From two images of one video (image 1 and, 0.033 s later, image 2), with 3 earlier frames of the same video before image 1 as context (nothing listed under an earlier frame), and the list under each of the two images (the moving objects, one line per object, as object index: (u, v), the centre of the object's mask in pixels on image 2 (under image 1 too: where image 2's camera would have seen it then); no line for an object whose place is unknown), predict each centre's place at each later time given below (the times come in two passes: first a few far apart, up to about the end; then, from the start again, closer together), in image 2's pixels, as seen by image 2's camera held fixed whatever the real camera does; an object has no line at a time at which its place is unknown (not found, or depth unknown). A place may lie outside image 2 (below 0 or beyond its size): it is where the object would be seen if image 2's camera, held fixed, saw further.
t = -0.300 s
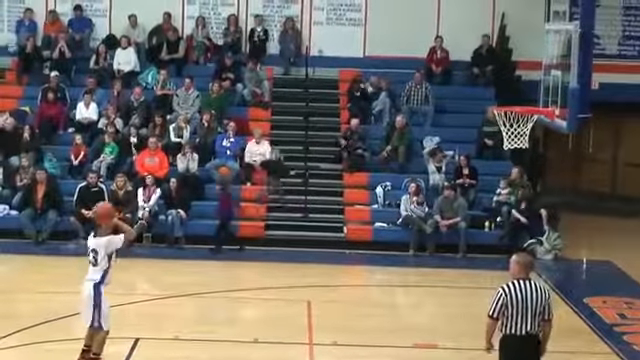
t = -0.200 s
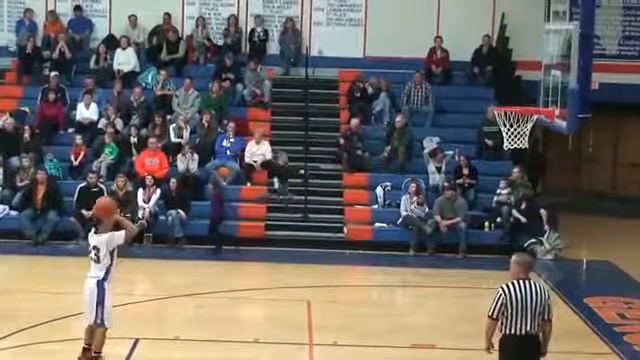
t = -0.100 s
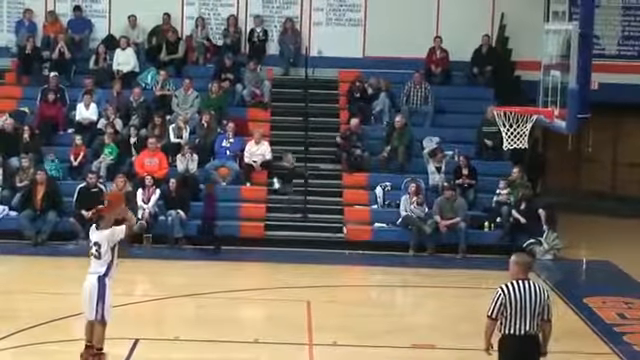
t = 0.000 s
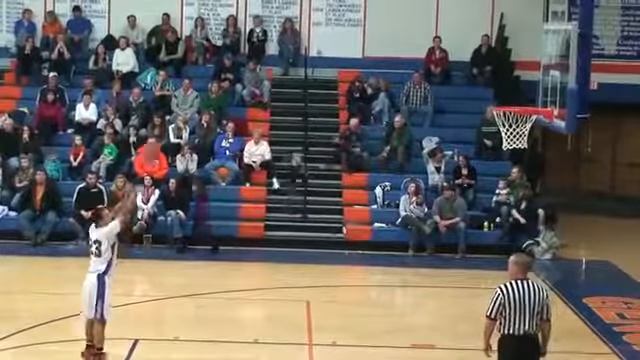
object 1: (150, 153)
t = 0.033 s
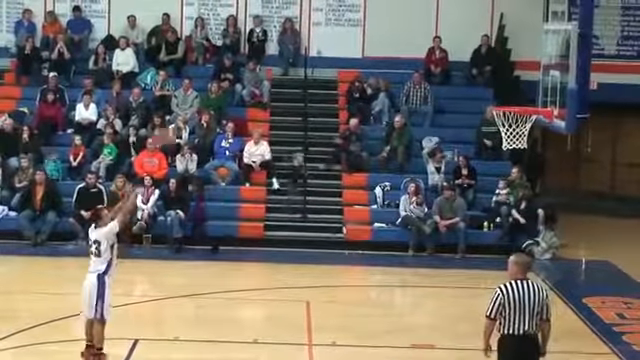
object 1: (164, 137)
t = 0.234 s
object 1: (249, 72)
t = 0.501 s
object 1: (366, 43)
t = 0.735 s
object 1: (466, 71)
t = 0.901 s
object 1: (522, 102)
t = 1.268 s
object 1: (510, 139)
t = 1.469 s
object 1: (520, 159)
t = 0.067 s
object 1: (178, 131)
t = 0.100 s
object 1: (193, 114)
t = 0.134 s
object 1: (199, 108)
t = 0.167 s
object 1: (218, 91)
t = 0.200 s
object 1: (234, 83)
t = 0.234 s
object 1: (249, 72)
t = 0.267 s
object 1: (264, 67)
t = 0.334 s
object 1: (295, 55)
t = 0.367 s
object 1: (308, 53)
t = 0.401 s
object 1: (324, 48)
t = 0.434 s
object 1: (336, 46)
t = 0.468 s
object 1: (352, 43)
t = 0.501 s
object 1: (366, 43)
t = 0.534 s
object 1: (381, 44)
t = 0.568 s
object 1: (396, 44)
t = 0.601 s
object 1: (410, 49)
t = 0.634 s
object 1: (424, 51)
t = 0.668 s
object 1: (438, 56)
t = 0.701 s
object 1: (456, 62)
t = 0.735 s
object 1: (466, 71)
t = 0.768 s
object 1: (481, 76)
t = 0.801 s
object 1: (494, 84)
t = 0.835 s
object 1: (507, 93)
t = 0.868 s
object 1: (520, 100)
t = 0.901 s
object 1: (522, 102)
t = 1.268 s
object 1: (510, 139)
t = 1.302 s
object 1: (511, 136)
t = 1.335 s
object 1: (517, 140)
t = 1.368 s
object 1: (515, 148)
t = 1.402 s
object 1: (516, 151)
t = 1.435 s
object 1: (518, 153)
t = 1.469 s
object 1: (520, 159)
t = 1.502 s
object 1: (521, 169)
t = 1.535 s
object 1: (524, 179)
